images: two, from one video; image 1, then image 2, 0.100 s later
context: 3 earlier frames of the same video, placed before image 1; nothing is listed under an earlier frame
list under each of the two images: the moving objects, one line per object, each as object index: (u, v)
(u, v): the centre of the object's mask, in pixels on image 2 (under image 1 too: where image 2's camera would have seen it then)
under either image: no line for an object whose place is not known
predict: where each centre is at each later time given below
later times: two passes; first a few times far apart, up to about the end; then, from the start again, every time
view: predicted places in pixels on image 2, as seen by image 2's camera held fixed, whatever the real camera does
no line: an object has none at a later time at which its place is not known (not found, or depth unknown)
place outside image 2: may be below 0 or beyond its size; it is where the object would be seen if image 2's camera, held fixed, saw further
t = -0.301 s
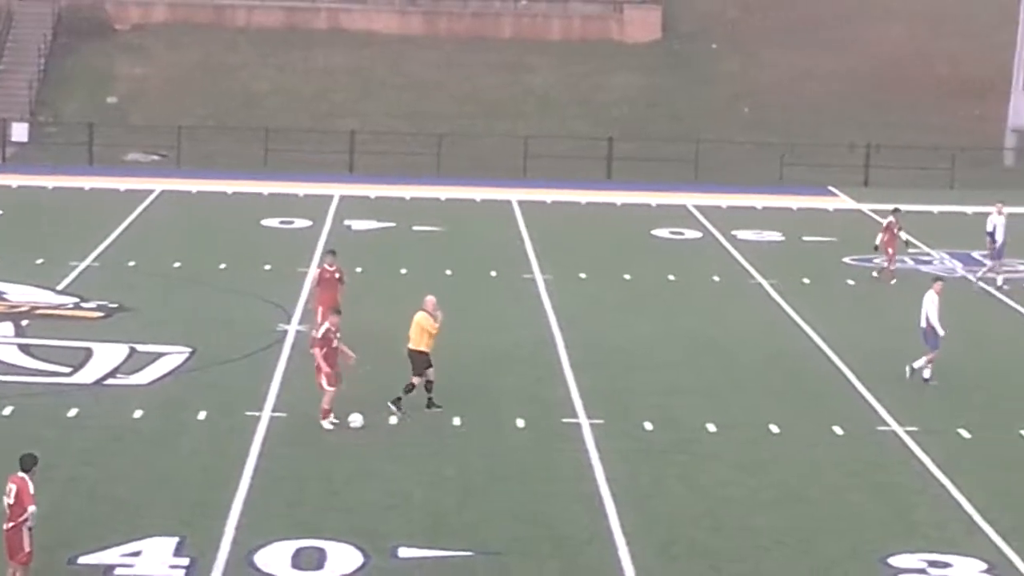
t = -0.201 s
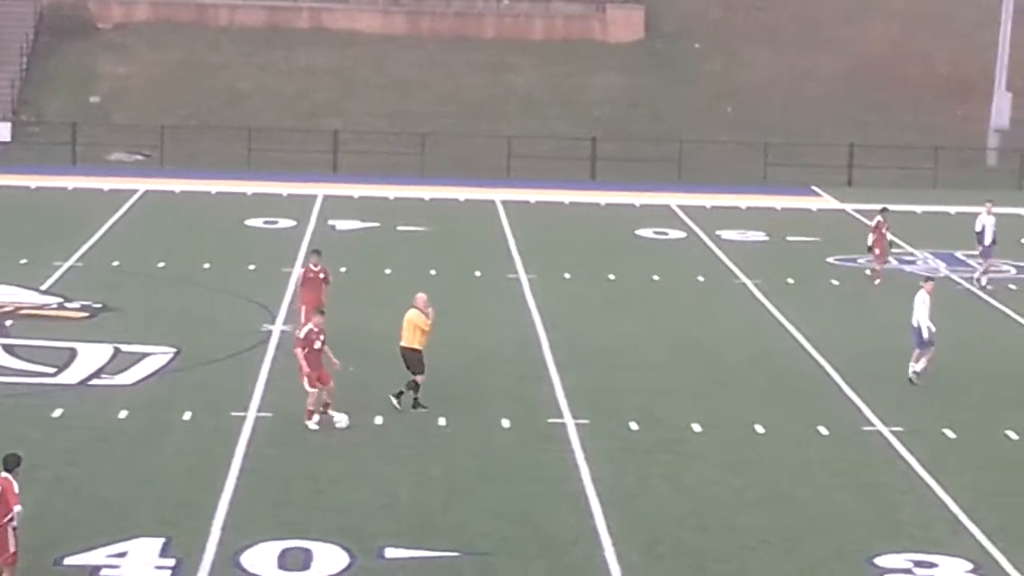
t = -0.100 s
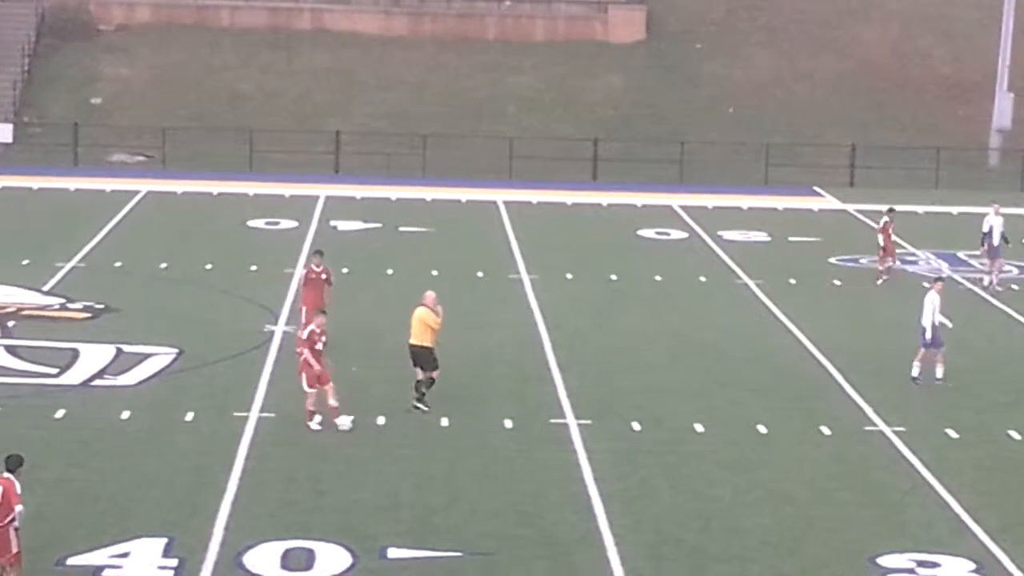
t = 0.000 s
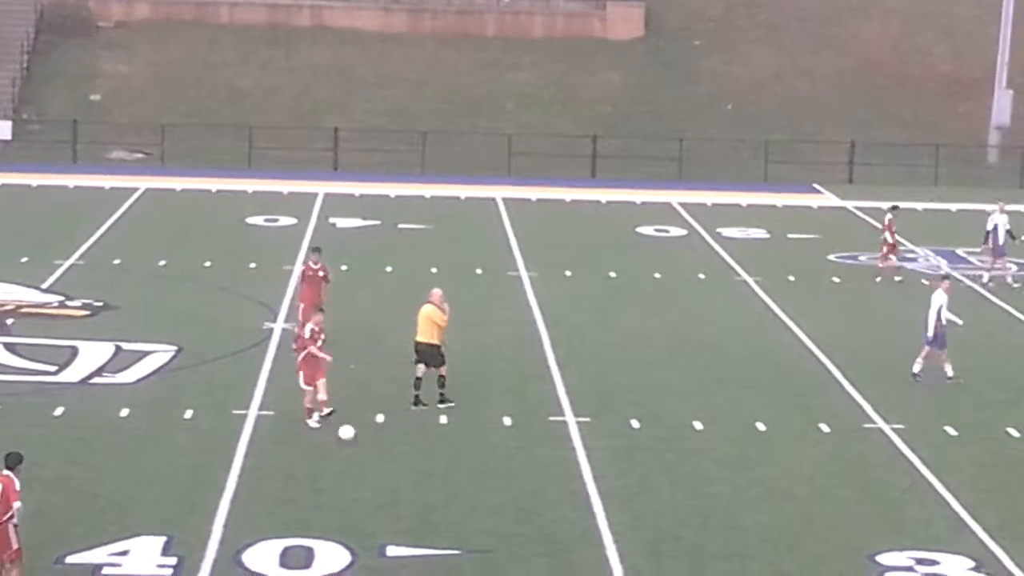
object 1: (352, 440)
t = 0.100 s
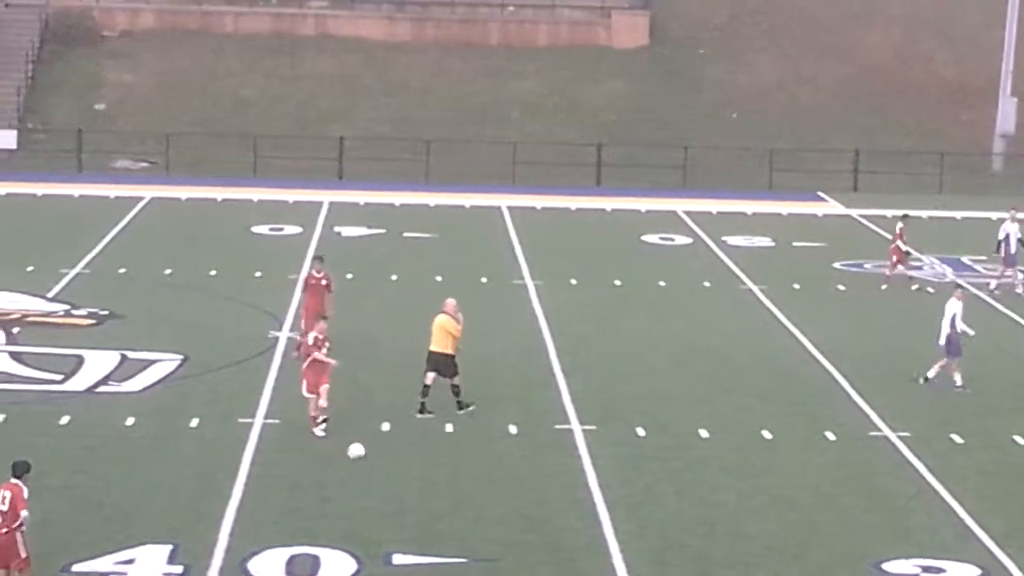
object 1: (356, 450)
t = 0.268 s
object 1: (361, 469)
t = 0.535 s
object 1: (370, 494)
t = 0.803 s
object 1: (376, 516)
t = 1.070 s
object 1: (381, 539)
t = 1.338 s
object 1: (387, 561)
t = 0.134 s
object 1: (357, 454)
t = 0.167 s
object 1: (358, 458)
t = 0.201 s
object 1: (359, 461)
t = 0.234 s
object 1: (360, 465)
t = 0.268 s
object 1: (361, 469)
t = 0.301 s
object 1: (363, 472)
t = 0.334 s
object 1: (364, 476)
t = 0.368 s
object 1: (365, 479)
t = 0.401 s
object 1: (366, 482)
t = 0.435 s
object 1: (367, 484)
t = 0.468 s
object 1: (368, 488)
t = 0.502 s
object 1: (368, 490)
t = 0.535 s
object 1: (370, 494)
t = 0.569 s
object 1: (370, 496)
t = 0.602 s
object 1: (371, 499)
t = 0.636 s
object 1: (372, 502)
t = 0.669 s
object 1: (373, 504)
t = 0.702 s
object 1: (373, 507)
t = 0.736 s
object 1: (374, 509)
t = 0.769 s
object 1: (375, 513)
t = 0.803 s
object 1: (376, 516)
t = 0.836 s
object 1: (376, 519)
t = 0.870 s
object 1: (377, 520)
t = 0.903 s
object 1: (378, 524)
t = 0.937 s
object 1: (378, 528)
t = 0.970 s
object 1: (379, 529)
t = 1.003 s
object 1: (380, 532)
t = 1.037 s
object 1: (381, 534)
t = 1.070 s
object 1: (381, 539)
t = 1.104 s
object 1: (382, 543)
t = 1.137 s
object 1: (383, 544)
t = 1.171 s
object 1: (383, 547)
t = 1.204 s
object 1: (384, 551)
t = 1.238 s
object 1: (385, 555)
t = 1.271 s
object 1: (385, 558)
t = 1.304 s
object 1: (385, 559)
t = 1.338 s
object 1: (387, 561)
